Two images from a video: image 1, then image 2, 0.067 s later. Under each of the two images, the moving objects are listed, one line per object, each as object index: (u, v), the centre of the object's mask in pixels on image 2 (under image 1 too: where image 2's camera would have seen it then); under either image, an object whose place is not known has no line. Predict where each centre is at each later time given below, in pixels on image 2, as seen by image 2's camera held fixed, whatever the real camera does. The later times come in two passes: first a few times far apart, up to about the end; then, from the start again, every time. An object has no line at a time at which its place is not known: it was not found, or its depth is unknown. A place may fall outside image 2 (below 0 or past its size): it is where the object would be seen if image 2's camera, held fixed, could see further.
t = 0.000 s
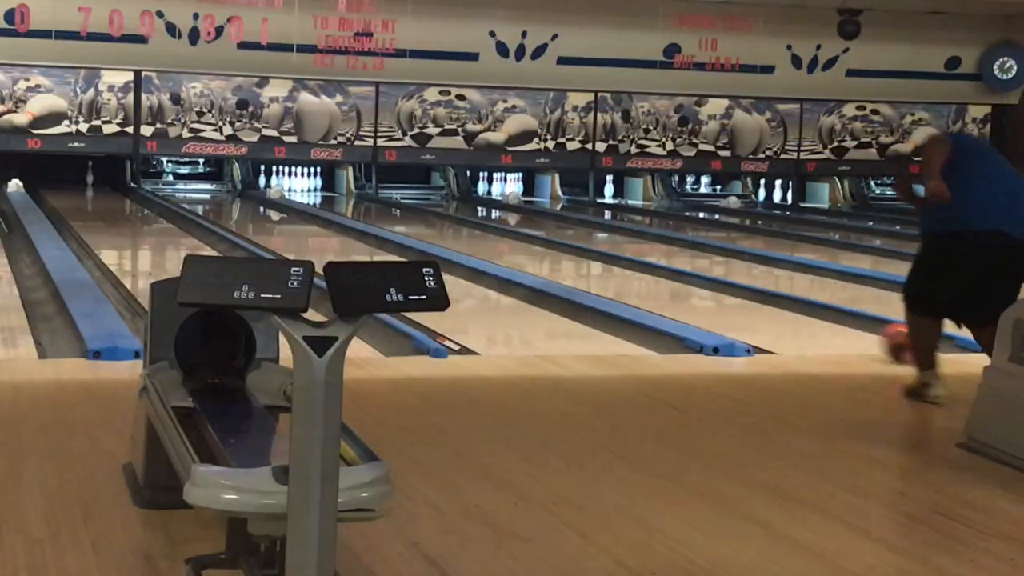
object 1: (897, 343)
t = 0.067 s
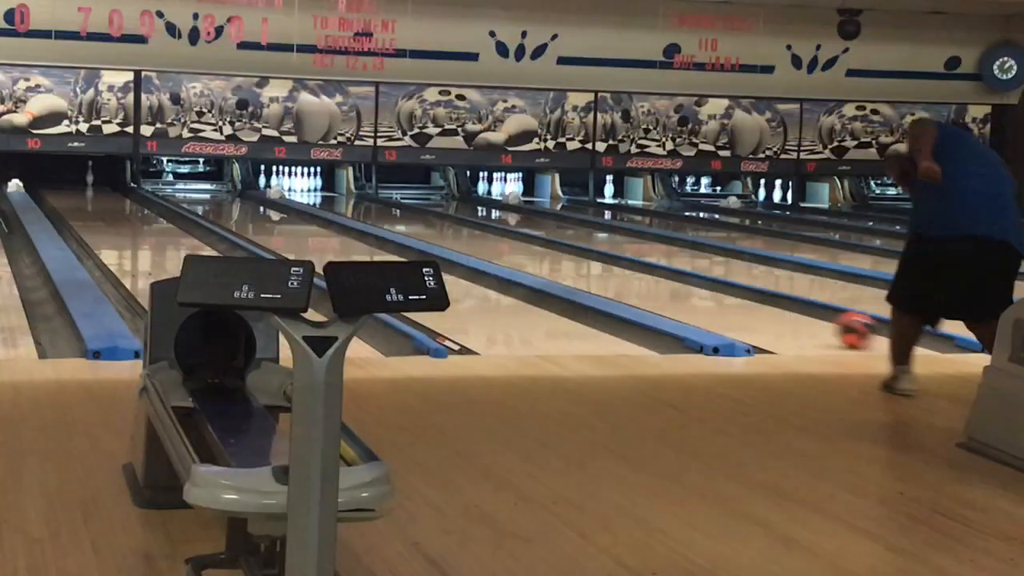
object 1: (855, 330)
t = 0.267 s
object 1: (744, 298)
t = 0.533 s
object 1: (633, 267)
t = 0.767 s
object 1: (562, 249)
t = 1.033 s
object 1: (495, 230)
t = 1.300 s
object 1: (444, 217)
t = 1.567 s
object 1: (400, 205)
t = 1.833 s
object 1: (360, 195)
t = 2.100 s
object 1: (326, 190)
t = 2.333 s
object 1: (300, 185)
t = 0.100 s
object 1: (835, 325)
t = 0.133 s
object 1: (816, 318)
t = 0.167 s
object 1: (795, 312)
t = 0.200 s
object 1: (777, 307)
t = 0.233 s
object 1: (758, 302)
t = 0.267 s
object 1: (744, 298)
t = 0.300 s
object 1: (728, 293)
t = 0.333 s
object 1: (712, 289)
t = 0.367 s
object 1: (699, 285)
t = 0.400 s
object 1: (682, 281)
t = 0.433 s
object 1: (670, 278)
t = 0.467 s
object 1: (658, 274)
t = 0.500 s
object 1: (645, 270)
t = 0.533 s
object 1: (633, 267)
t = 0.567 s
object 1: (621, 263)
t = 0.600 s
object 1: (611, 261)
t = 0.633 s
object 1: (600, 258)
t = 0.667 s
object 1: (590, 256)
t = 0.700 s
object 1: (580, 253)
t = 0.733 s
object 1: (571, 252)
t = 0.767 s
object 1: (562, 249)
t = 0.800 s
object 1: (552, 246)
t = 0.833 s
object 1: (544, 243)
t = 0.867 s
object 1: (535, 240)
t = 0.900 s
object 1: (526, 239)
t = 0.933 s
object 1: (520, 236)
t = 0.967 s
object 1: (510, 234)
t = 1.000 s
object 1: (504, 232)
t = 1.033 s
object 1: (495, 230)
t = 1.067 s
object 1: (489, 229)
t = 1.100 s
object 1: (482, 227)
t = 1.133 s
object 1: (475, 226)
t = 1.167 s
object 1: (469, 223)
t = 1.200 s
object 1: (461, 222)
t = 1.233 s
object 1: (457, 221)
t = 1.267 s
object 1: (449, 219)
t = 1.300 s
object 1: (444, 217)
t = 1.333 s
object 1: (439, 215)
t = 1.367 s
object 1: (431, 215)
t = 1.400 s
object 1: (426, 213)
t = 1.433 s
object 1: (419, 212)
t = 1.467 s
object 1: (417, 210)
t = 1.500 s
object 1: (409, 209)
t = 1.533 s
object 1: (404, 208)
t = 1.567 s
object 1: (400, 205)
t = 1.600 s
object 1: (395, 206)
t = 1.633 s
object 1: (389, 203)
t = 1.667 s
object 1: (384, 203)
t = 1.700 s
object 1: (378, 200)
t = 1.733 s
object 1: (373, 200)
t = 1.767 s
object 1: (371, 199)
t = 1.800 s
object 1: (364, 198)
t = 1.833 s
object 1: (360, 195)
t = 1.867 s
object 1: (355, 197)
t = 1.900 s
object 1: (352, 195)
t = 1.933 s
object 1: (347, 194)
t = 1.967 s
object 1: (343, 192)
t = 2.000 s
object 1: (338, 193)
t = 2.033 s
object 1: (334, 191)
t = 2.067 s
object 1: (328, 190)
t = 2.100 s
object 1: (326, 190)
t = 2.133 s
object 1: (321, 191)
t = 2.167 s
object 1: (317, 189)
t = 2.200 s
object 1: (313, 187)
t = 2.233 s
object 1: (308, 190)
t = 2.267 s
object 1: (305, 188)
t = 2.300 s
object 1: (302, 185)
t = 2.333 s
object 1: (300, 185)
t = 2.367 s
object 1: (297, 185)
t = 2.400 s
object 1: (294, 185)
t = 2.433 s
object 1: (292, 184)
